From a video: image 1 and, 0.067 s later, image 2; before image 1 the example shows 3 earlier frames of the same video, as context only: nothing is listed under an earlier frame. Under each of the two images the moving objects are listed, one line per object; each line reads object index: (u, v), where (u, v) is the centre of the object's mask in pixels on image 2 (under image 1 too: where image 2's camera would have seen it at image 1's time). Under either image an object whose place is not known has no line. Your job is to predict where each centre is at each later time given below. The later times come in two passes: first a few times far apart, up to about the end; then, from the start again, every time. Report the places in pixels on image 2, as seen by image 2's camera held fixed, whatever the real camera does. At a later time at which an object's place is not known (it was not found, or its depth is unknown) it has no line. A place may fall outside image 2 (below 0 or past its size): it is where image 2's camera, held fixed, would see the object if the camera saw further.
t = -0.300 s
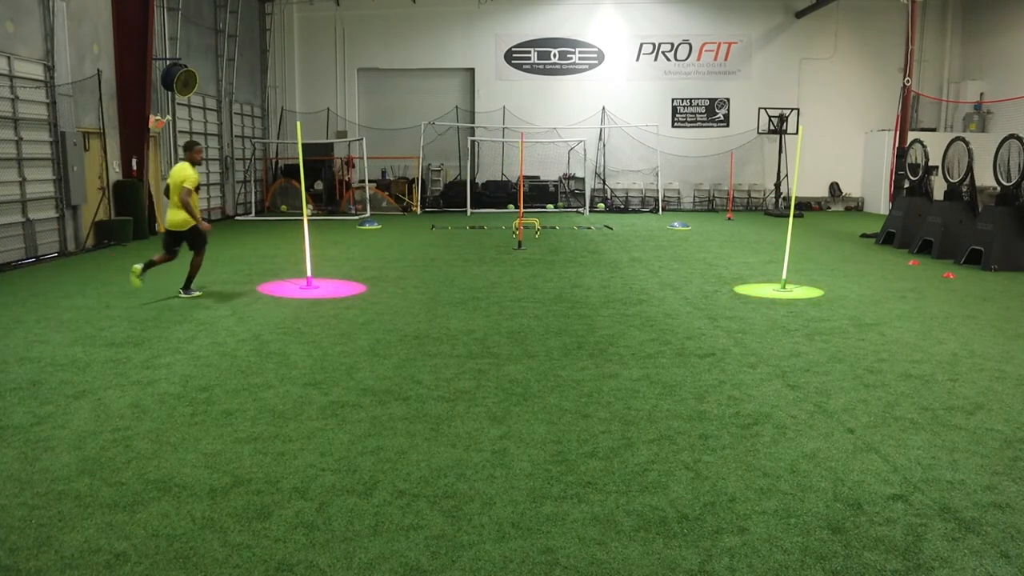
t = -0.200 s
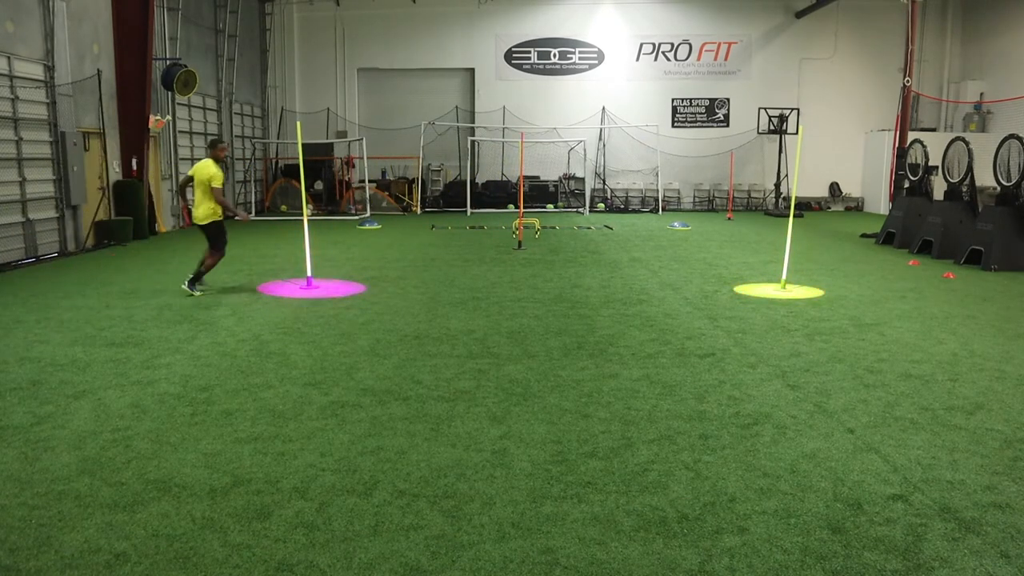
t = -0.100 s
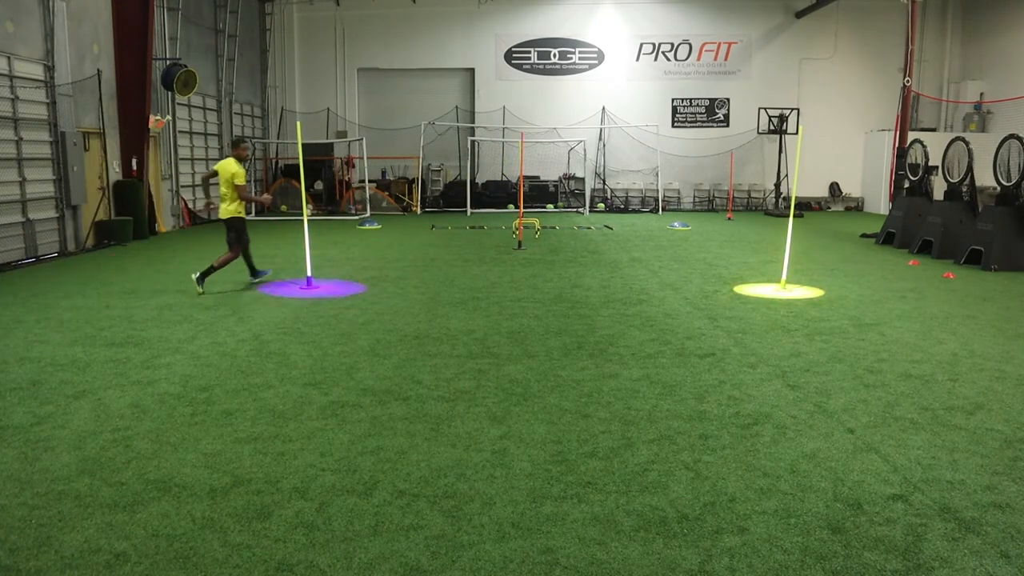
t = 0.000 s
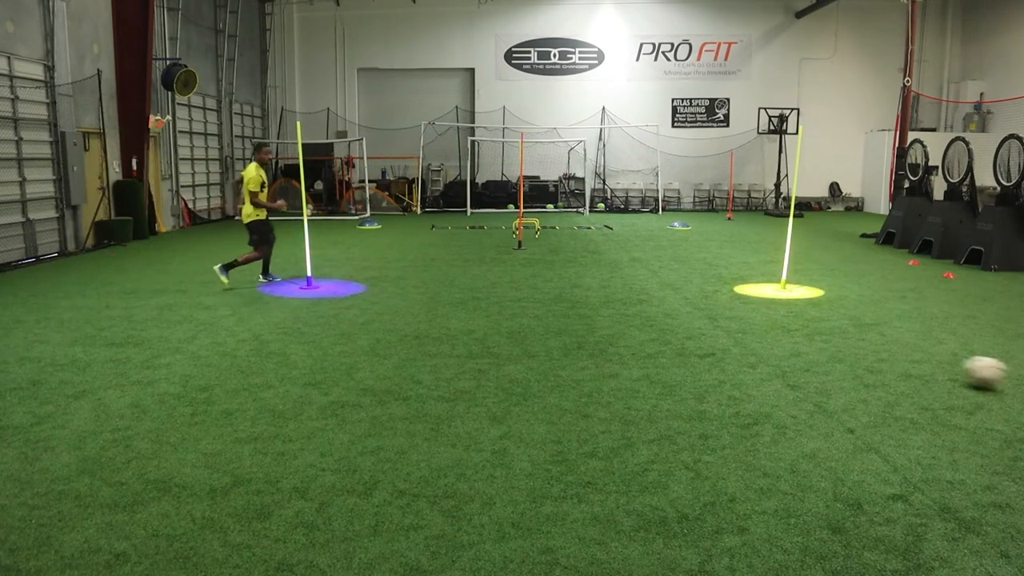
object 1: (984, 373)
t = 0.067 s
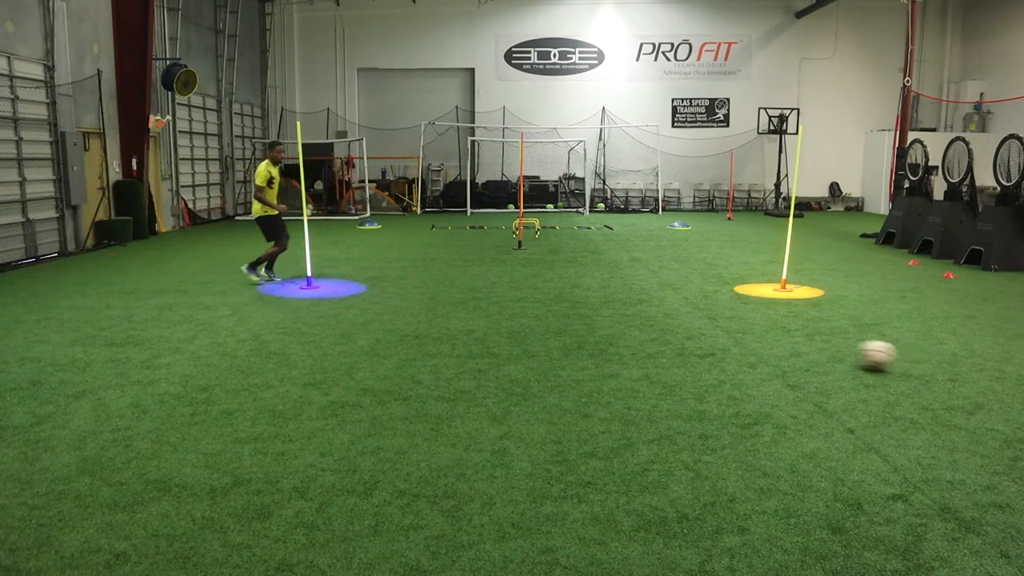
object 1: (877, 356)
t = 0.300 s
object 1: (614, 316)
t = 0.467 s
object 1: (495, 298)
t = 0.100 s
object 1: (829, 349)
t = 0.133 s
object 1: (786, 342)
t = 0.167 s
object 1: (746, 336)
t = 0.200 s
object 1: (709, 331)
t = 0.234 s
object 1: (675, 325)
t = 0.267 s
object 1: (643, 320)
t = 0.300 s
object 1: (614, 316)
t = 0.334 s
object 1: (587, 312)
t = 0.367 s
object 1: (561, 309)
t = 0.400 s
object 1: (538, 304)
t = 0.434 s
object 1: (515, 301)
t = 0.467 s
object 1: (495, 298)
